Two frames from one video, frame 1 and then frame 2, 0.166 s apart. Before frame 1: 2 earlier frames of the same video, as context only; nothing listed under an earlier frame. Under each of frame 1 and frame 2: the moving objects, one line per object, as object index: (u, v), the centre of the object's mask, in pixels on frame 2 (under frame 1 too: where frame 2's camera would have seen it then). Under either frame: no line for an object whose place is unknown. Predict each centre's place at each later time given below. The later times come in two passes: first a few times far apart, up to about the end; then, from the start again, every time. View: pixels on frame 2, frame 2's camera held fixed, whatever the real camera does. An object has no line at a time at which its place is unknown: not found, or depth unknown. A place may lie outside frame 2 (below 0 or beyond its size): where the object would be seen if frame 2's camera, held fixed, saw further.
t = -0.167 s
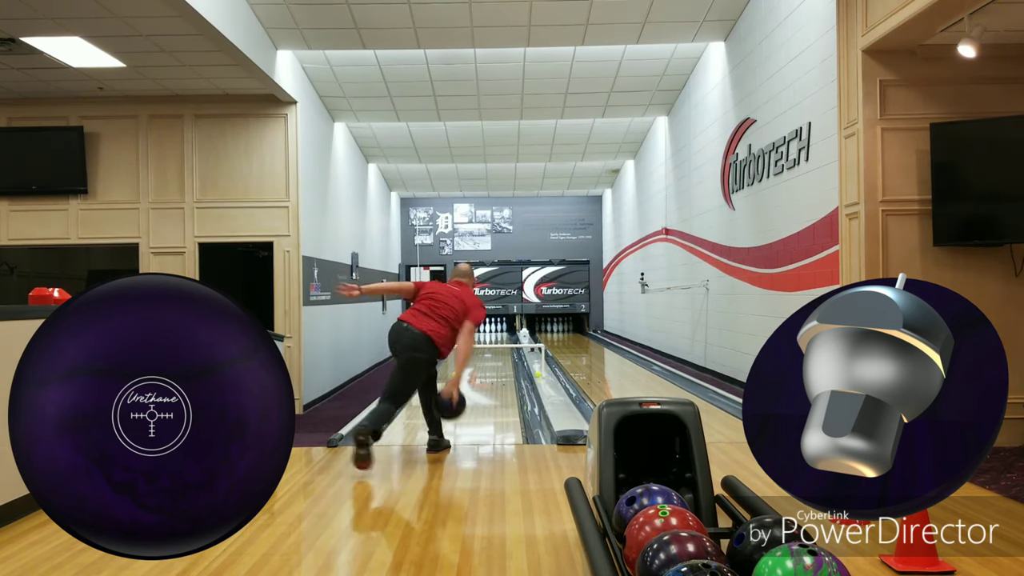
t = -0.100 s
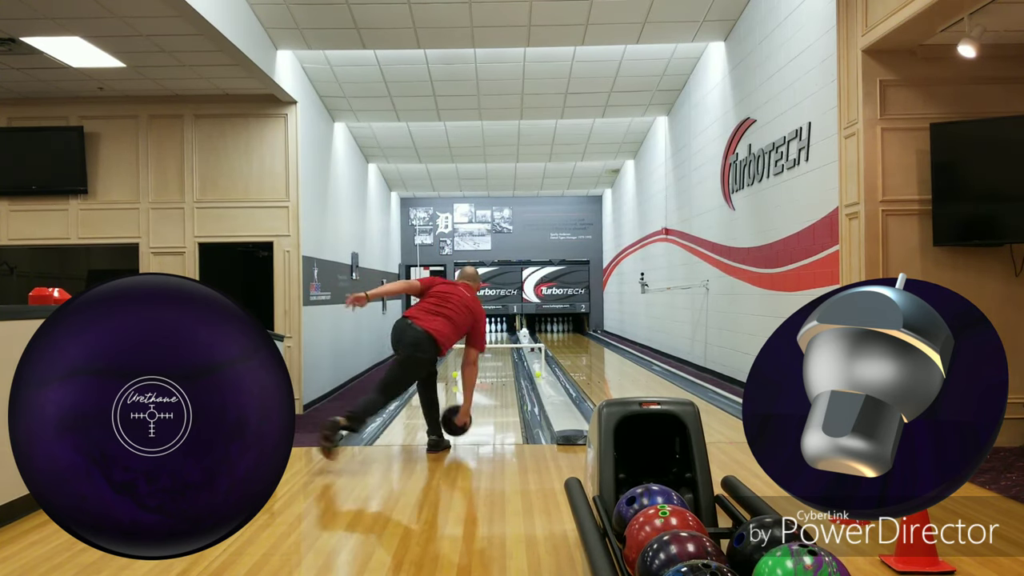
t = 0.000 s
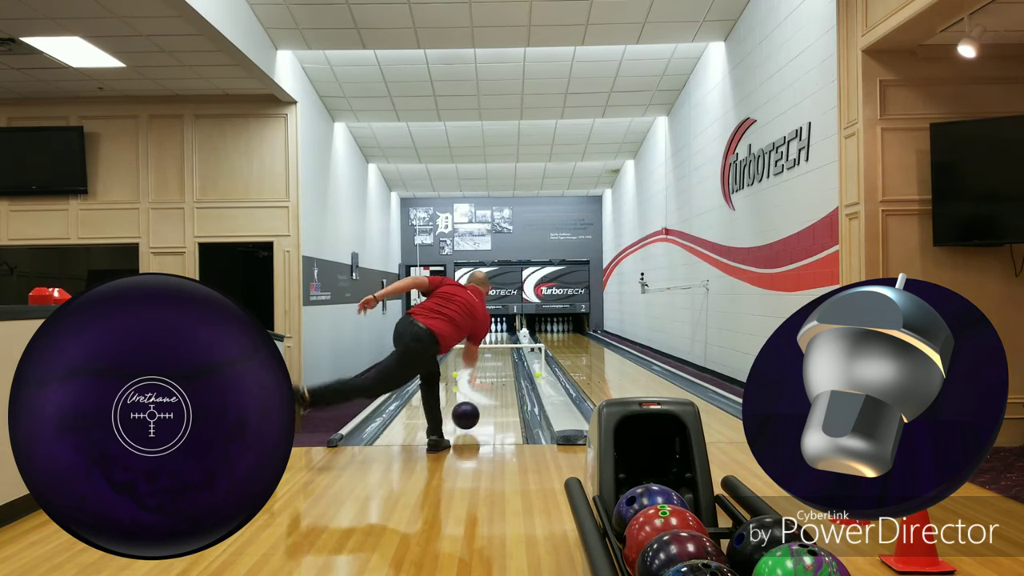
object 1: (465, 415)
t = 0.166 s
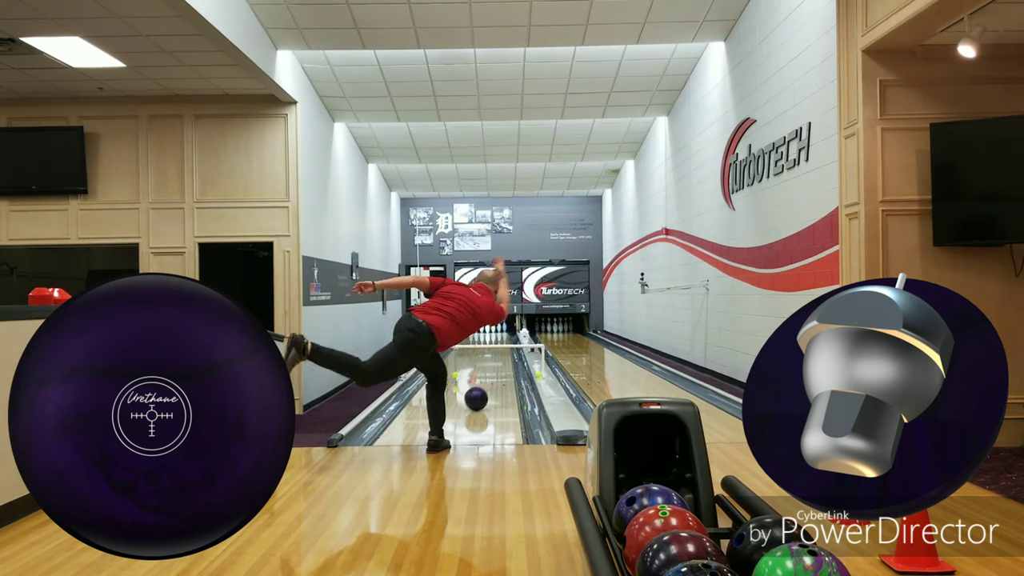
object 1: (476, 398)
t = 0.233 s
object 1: (479, 392)
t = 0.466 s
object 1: (488, 376)
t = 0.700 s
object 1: (493, 364)
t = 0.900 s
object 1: (496, 356)
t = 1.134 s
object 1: (498, 351)
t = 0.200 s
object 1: (478, 395)
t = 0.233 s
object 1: (479, 392)
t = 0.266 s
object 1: (480, 389)
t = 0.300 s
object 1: (482, 387)
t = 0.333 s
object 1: (483, 384)
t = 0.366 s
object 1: (484, 382)
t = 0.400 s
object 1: (485, 380)
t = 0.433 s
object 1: (486, 378)
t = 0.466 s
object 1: (488, 376)
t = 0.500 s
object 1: (488, 374)
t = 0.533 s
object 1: (489, 372)
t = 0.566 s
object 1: (485, 371)
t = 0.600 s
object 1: (497, 369)
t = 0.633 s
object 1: (493, 367)
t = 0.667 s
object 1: (492, 365)
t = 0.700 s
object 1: (493, 364)
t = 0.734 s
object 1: (493, 363)
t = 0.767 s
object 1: (494, 361)
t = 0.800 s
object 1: (494, 360)
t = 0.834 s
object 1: (495, 359)
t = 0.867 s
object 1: (495, 358)
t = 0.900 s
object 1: (496, 356)
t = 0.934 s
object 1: (496, 355)
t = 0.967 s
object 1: (497, 354)
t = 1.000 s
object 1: (497, 354)
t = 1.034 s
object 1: (497, 353)
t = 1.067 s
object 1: (498, 352)
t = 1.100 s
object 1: (498, 352)
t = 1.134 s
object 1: (498, 351)
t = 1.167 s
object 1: (498, 349)
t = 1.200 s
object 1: (499, 348)
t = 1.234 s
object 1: (499, 347)
